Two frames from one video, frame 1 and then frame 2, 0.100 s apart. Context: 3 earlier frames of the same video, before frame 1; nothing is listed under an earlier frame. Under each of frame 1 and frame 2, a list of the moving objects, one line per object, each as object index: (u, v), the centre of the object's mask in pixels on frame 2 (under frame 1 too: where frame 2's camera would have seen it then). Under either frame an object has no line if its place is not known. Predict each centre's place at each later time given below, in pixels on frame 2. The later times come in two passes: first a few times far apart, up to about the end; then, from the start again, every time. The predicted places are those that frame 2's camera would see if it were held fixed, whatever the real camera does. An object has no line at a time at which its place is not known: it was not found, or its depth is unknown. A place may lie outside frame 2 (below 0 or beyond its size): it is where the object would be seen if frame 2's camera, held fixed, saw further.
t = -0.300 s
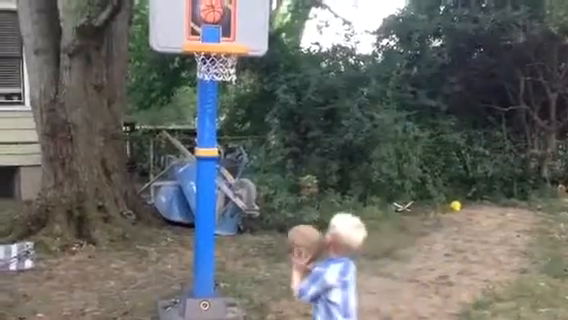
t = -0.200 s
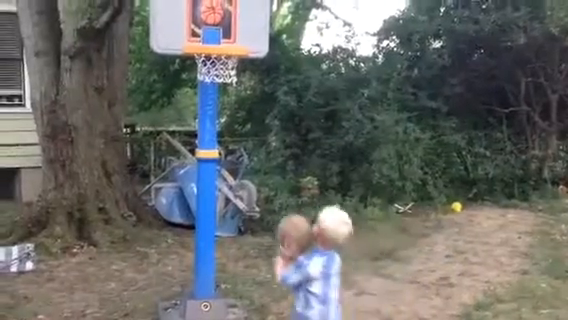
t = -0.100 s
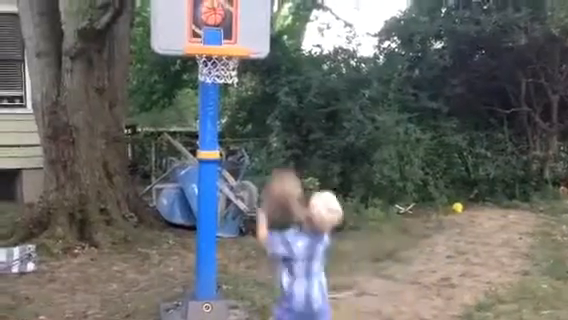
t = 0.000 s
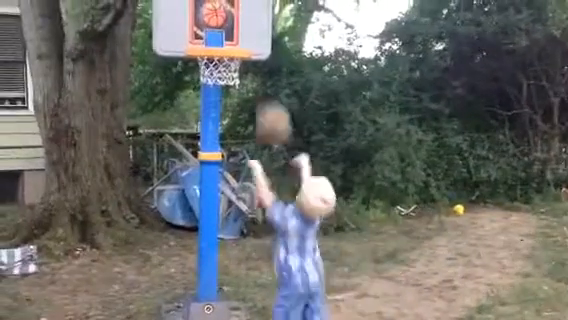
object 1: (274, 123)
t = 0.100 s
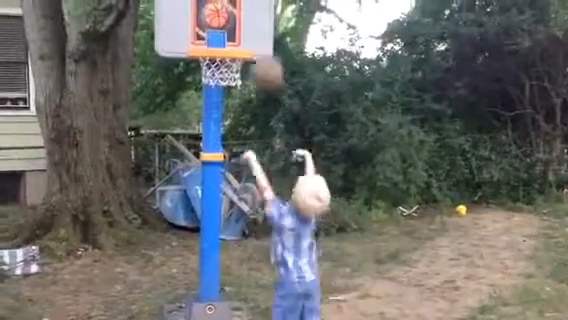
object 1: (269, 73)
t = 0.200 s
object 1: (257, 36)
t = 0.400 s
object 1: (246, 36)
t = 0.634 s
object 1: (227, 38)
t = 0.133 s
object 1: (266, 60)
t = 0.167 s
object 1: (261, 47)
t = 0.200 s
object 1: (257, 36)
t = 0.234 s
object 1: (254, 34)
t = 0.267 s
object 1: (252, 30)
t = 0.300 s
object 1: (251, 29)
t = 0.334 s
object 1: (249, 29)
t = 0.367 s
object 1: (248, 32)
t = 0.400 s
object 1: (246, 36)
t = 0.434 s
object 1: (243, 38)
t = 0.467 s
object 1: (241, 38)
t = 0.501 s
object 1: (238, 38)
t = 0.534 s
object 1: (234, 38)
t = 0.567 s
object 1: (230, 37)
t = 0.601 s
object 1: (227, 37)
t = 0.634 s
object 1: (227, 38)
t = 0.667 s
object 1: (221, 38)
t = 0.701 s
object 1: (219, 38)
